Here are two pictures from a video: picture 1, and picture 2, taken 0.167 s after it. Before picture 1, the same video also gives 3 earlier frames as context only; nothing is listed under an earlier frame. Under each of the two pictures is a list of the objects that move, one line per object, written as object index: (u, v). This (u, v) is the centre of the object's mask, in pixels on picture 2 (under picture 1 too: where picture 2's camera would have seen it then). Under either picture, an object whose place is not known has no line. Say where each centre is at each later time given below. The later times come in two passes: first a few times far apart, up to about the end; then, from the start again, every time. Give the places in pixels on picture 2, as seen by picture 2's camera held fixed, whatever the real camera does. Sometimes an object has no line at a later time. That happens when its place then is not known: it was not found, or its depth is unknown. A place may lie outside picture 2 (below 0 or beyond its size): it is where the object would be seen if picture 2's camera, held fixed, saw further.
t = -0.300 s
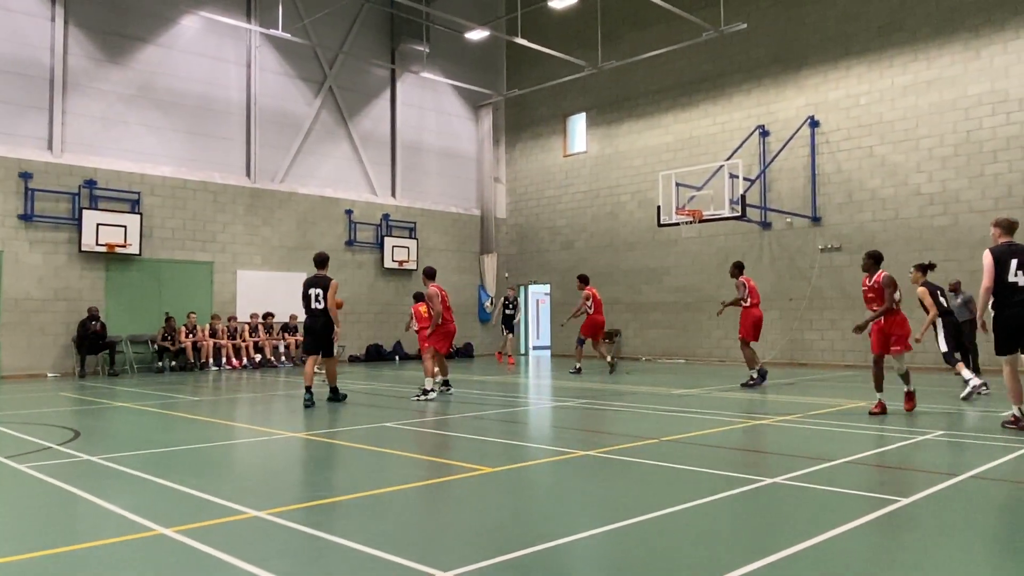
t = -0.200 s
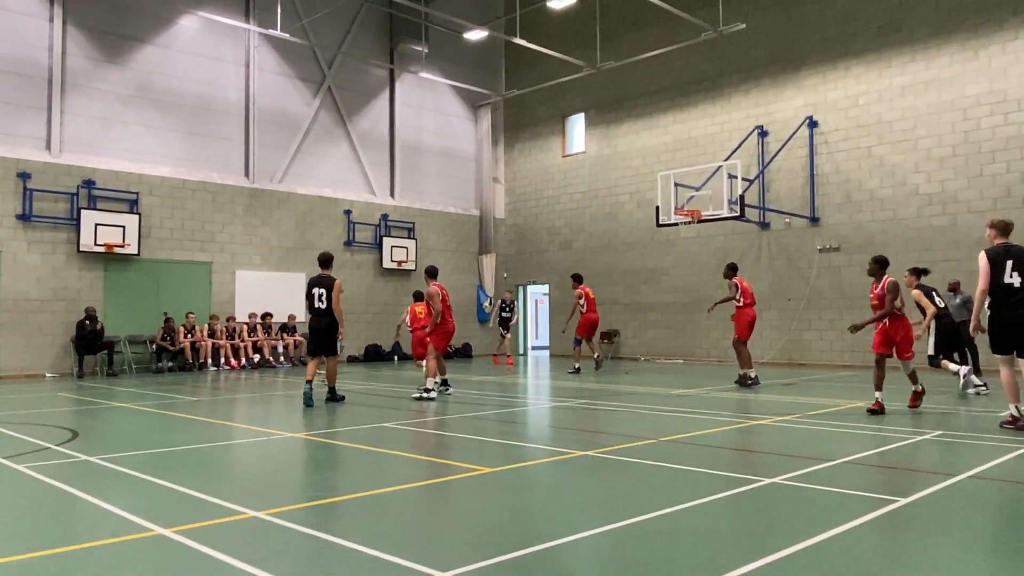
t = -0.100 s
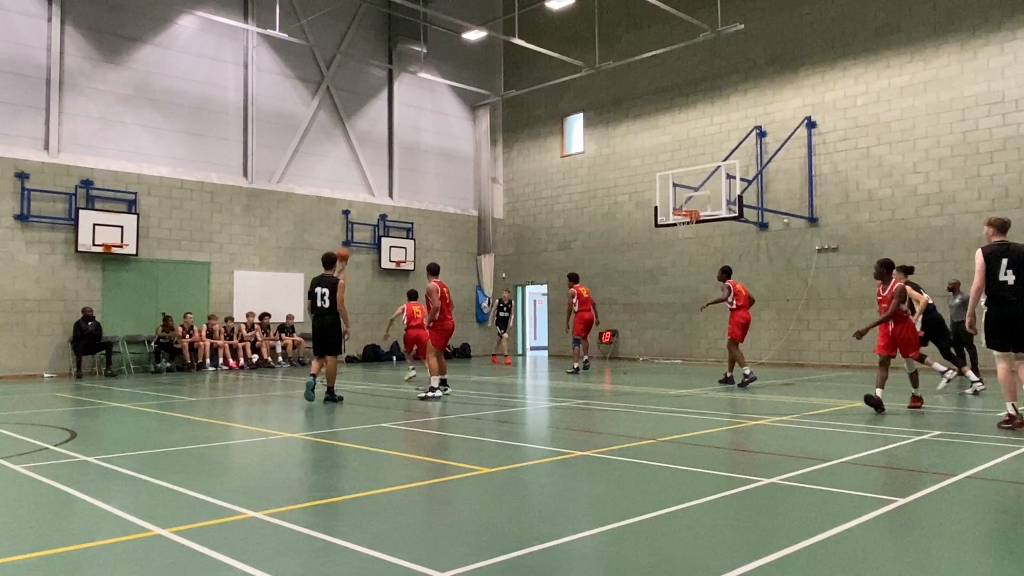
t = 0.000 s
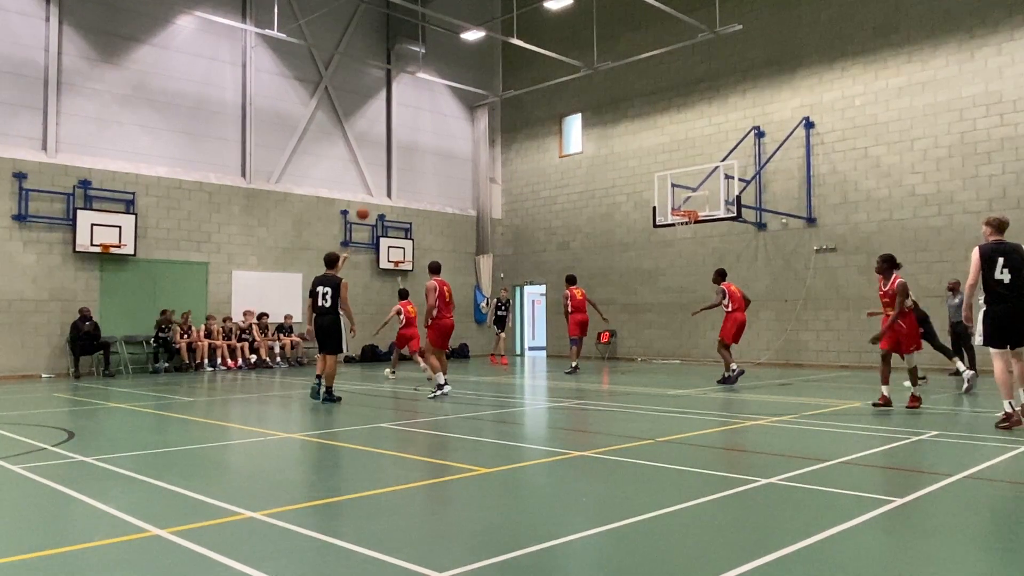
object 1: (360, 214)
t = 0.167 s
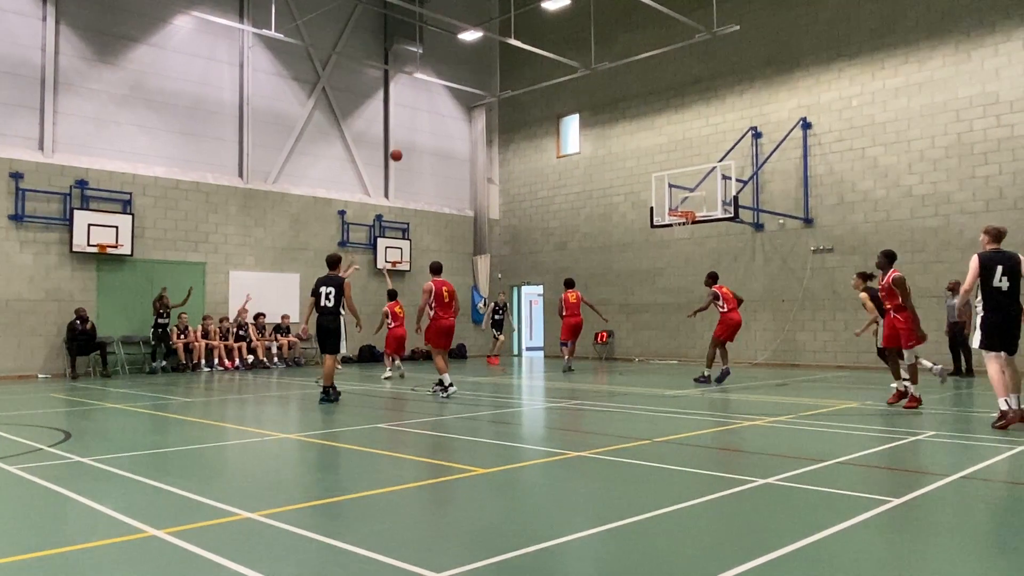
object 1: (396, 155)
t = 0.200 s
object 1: (403, 145)
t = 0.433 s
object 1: (453, 92)
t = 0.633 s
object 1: (494, 69)
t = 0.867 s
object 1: (543, 67)
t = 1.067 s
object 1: (585, 88)
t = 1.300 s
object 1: (634, 137)
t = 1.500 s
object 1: (675, 201)
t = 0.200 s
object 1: (403, 145)
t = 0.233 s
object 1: (410, 135)
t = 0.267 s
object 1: (417, 127)
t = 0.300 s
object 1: (424, 119)
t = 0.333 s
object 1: (431, 111)
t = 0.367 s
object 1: (438, 104)
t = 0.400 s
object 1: (446, 98)
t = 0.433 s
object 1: (453, 92)
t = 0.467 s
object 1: (460, 87)
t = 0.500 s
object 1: (467, 82)
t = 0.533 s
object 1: (474, 78)
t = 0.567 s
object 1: (480, 74)
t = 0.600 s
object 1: (488, 71)
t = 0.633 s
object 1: (494, 69)
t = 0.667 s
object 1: (501, 67)
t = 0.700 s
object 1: (508, 65)
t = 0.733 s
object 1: (515, 64)
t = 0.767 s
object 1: (522, 64)
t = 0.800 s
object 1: (529, 65)
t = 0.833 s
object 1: (536, 65)
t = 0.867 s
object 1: (543, 67)
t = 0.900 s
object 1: (550, 69)
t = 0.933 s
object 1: (557, 72)
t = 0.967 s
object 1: (564, 75)
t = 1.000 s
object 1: (572, 78)
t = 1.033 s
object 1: (578, 82)
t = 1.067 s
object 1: (585, 88)
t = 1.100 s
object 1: (592, 93)
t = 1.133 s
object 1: (599, 99)
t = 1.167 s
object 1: (606, 106)
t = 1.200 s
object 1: (612, 112)
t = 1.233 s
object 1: (620, 120)
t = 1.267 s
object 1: (627, 129)
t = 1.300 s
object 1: (634, 137)
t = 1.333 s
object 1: (641, 147)
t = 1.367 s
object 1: (647, 157)
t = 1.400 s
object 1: (654, 167)
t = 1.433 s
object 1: (661, 178)
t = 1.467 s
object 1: (668, 190)
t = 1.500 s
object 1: (675, 201)
